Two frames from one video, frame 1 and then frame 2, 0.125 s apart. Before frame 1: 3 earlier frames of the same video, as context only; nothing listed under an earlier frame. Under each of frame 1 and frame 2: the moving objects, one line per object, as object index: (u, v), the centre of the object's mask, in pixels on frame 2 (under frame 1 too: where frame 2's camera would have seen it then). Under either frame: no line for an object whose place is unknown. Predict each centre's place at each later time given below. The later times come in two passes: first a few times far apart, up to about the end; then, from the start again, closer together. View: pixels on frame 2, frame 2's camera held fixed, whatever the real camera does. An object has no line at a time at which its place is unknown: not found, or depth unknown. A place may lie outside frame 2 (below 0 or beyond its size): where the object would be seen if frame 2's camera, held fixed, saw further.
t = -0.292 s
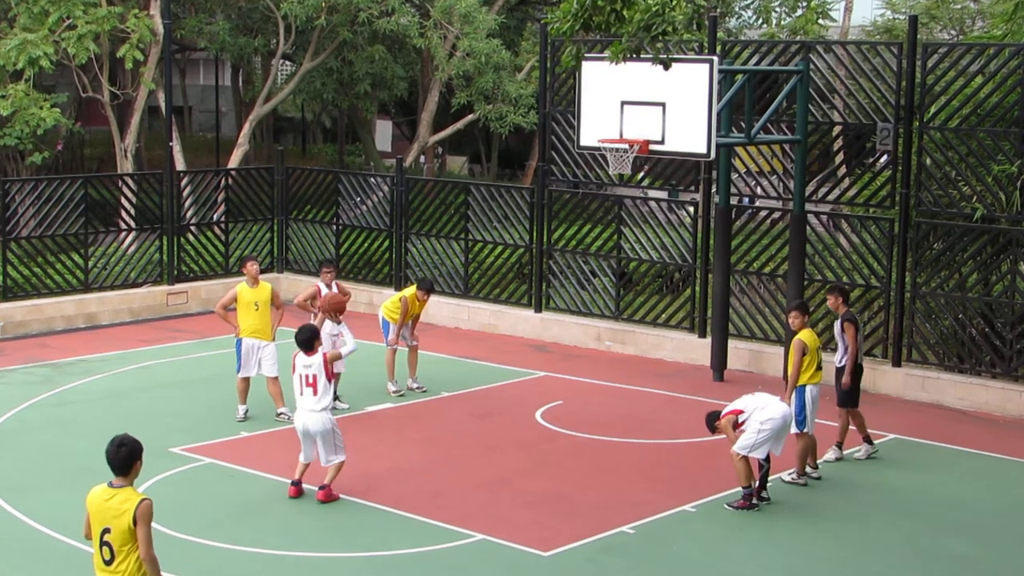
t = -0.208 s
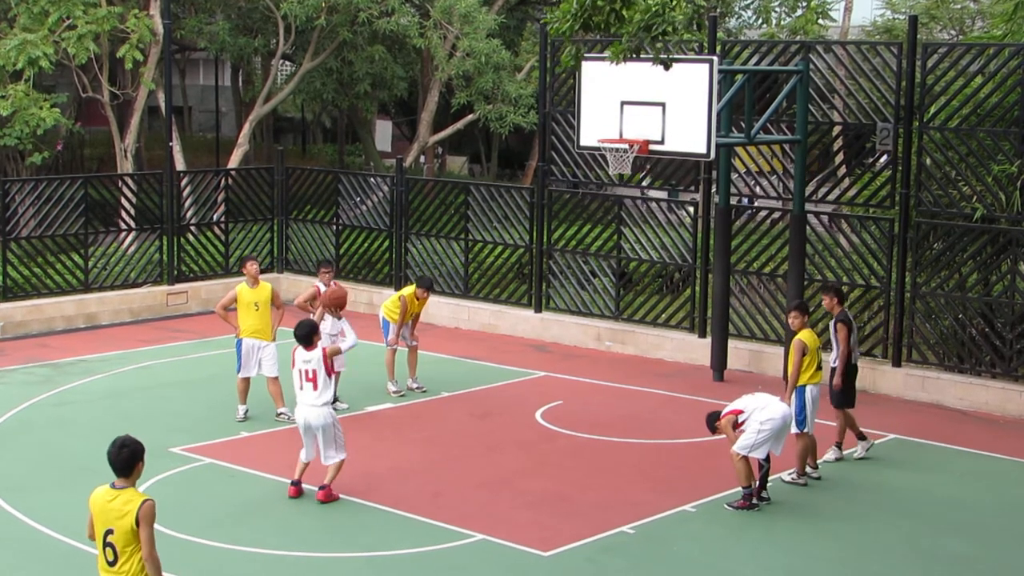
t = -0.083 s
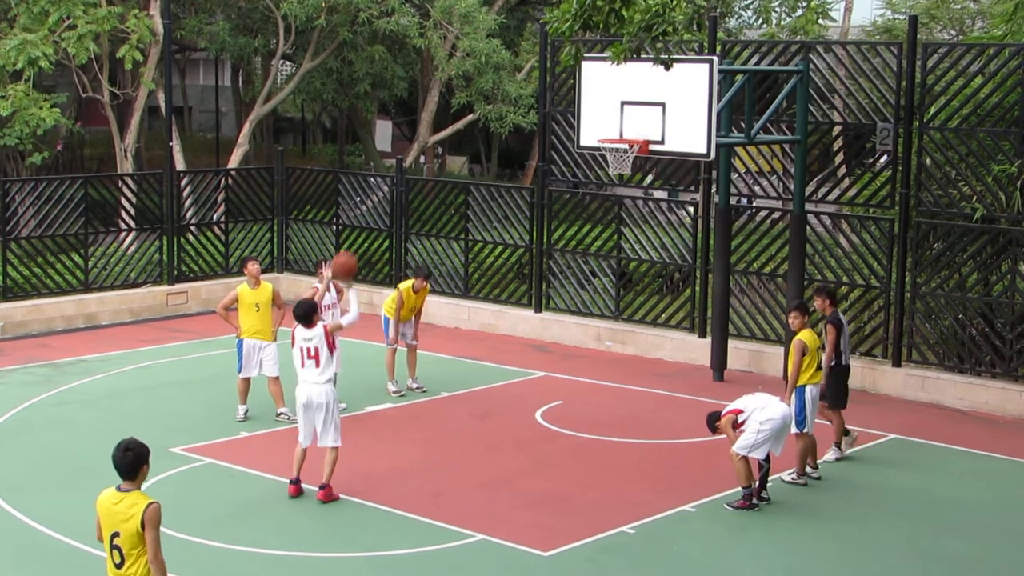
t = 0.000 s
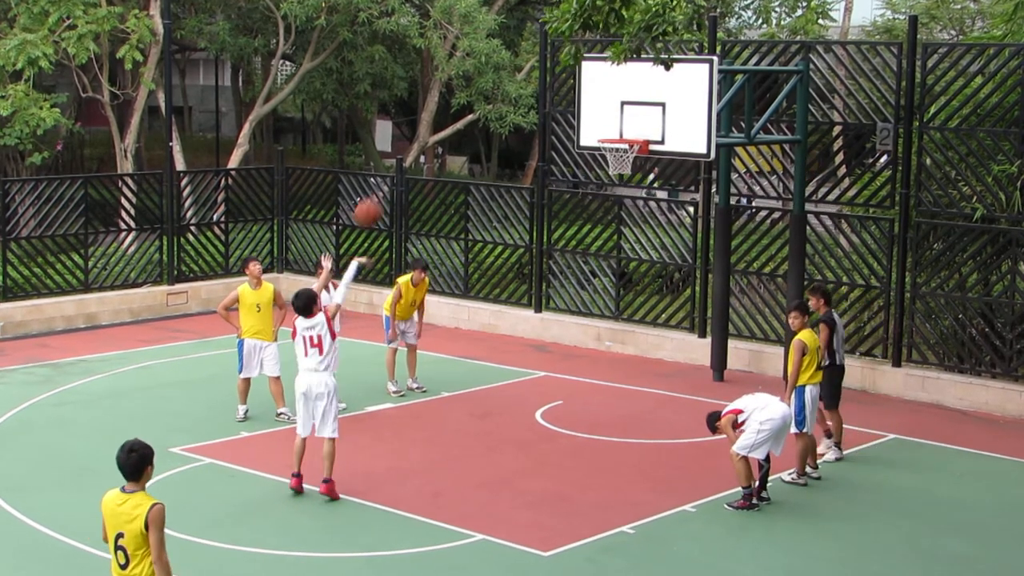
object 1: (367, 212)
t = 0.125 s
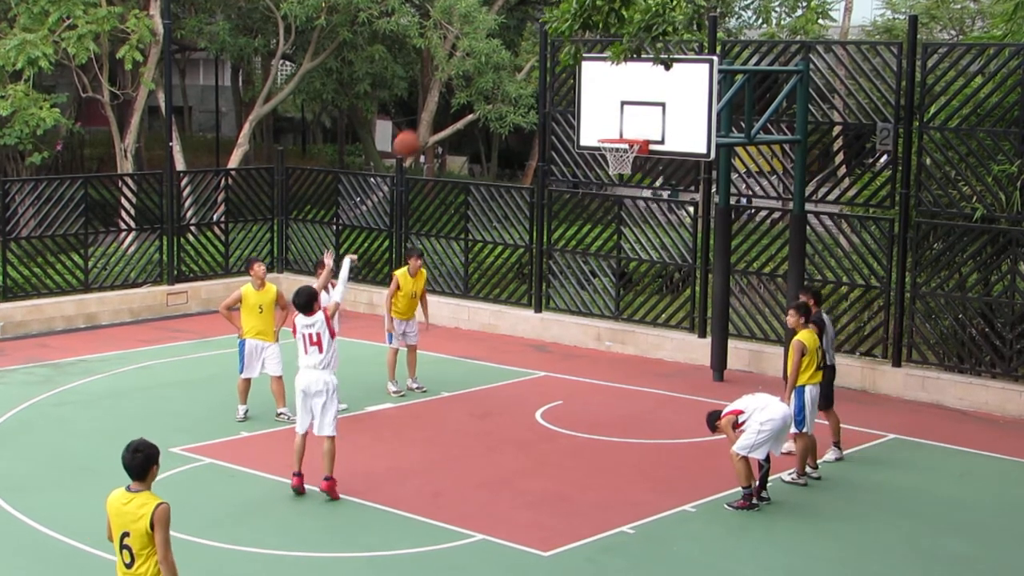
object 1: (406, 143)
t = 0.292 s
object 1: (456, 81)
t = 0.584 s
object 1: (534, 47)
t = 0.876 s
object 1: (603, 96)
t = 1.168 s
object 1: (613, 106)
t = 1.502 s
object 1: (613, 89)
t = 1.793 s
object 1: (618, 132)
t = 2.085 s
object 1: (626, 119)
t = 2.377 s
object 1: (630, 121)
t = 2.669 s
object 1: (626, 127)
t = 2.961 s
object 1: (619, 142)
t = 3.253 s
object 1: (624, 185)
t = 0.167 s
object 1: (419, 126)
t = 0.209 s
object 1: (432, 108)
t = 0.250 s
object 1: (444, 93)
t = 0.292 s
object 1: (456, 81)
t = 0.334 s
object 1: (468, 71)
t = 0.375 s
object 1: (480, 63)
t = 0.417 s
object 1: (491, 56)
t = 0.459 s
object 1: (502, 51)
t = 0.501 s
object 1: (513, 48)
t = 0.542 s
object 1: (524, 47)
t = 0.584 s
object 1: (534, 47)
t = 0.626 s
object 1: (545, 49)
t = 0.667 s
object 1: (553, 52)
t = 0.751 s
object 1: (575, 69)
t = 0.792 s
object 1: (584, 74)
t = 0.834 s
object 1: (594, 84)
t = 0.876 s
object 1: (603, 96)
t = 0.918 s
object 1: (612, 109)
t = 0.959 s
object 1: (621, 124)
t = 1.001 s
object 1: (625, 132)
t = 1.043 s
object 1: (615, 132)
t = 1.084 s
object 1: (612, 125)
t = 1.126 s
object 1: (612, 115)
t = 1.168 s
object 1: (613, 106)
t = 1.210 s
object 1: (613, 98)
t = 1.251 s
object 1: (613, 92)
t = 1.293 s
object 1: (613, 88)
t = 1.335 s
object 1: (613, 85)
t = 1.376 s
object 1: (613, 83)
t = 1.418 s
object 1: (613, 83)
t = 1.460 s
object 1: (613, 86)
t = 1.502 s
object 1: (613, 89)
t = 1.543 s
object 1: (613, 94)
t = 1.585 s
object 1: (613, 101)
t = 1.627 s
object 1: (613, 109)
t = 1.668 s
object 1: (612, 119)
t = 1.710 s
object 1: (612, 130)
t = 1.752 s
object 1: (615, 131)
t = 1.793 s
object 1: (618, 132)
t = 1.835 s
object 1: (622, 133)
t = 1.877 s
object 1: (623, 128)
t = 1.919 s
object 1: (623, 123)
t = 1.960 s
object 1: (624, 120)
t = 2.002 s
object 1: (625, 118)
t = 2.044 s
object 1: (625, 118)
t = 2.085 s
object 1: (626, 119)
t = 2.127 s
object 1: (627, 122)
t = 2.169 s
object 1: (627, 126)
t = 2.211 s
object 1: (628, 125)
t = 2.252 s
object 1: (629, 122)
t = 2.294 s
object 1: (629, 120)
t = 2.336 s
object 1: (630, 120)
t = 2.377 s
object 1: (630, 121)
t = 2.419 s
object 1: (630, 123)
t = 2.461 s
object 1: (629, 126)
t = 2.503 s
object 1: (629, 126)
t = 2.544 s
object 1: (628, 124)
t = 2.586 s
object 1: (627, 123)
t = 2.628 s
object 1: (627, 124)
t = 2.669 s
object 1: (626, 127)
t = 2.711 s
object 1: (625, 126)
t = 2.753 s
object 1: (624, 125)
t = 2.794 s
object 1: (623, 125)
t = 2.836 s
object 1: (622, 127)
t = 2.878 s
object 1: (621, 130)
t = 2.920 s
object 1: (620, 133)
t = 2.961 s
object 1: (619, 142)
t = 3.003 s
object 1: (617, 150)
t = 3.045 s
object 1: (616, 154)
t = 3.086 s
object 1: (617, 162)
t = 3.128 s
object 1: (619, 172)
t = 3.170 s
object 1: (620, 176)
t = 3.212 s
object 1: (621, 180)
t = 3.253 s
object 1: (624, 185)
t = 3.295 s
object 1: (625, 192)
